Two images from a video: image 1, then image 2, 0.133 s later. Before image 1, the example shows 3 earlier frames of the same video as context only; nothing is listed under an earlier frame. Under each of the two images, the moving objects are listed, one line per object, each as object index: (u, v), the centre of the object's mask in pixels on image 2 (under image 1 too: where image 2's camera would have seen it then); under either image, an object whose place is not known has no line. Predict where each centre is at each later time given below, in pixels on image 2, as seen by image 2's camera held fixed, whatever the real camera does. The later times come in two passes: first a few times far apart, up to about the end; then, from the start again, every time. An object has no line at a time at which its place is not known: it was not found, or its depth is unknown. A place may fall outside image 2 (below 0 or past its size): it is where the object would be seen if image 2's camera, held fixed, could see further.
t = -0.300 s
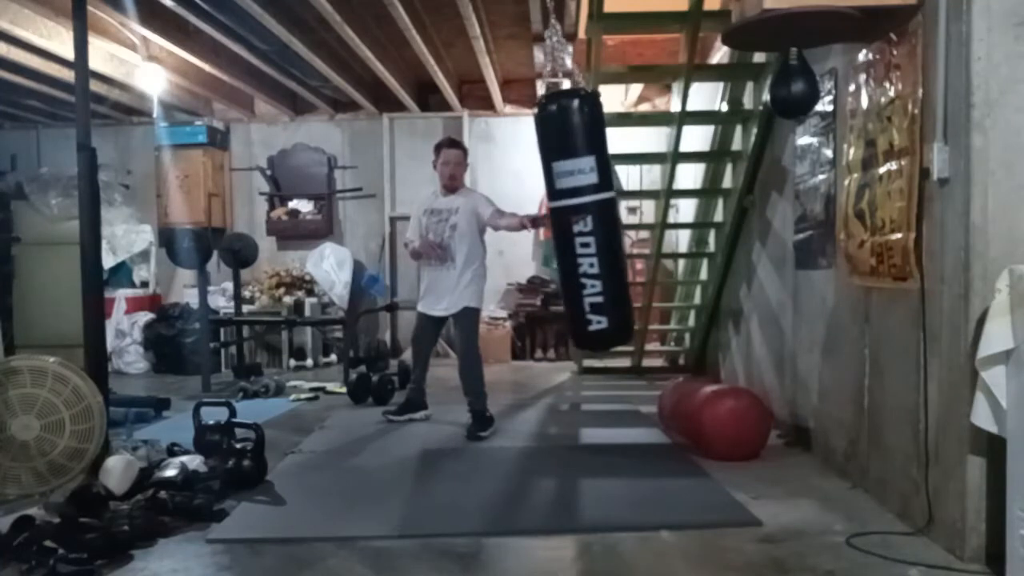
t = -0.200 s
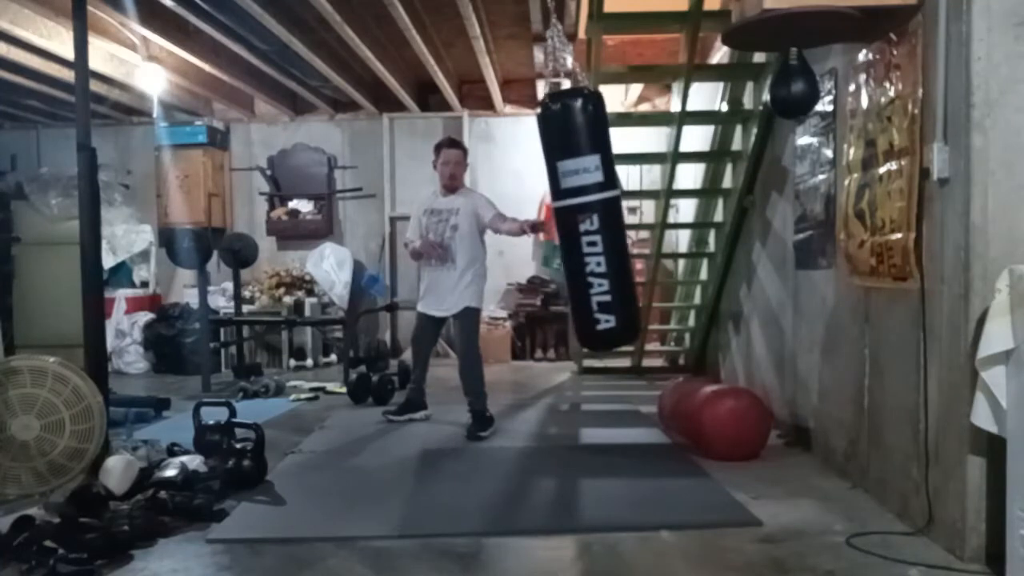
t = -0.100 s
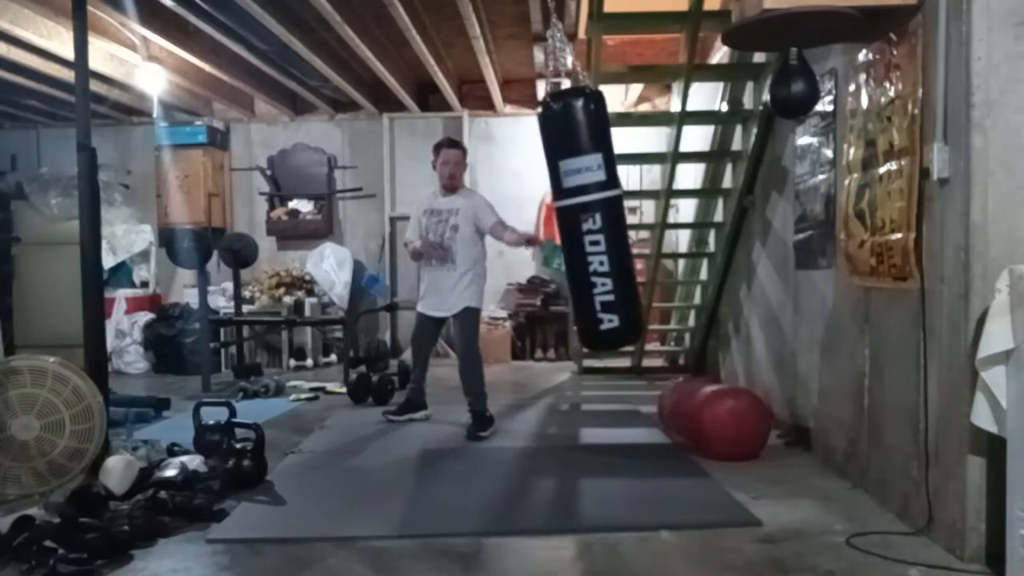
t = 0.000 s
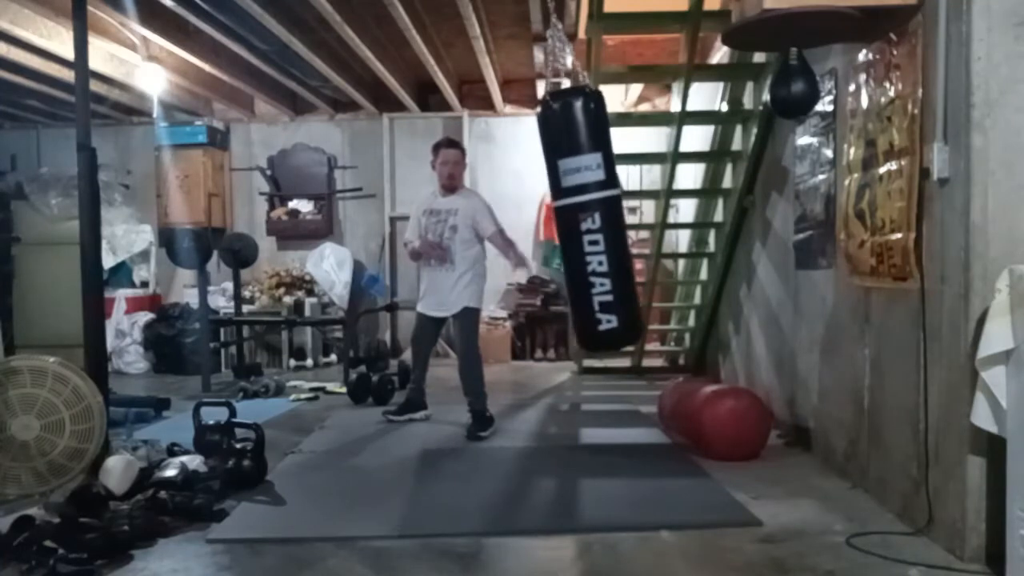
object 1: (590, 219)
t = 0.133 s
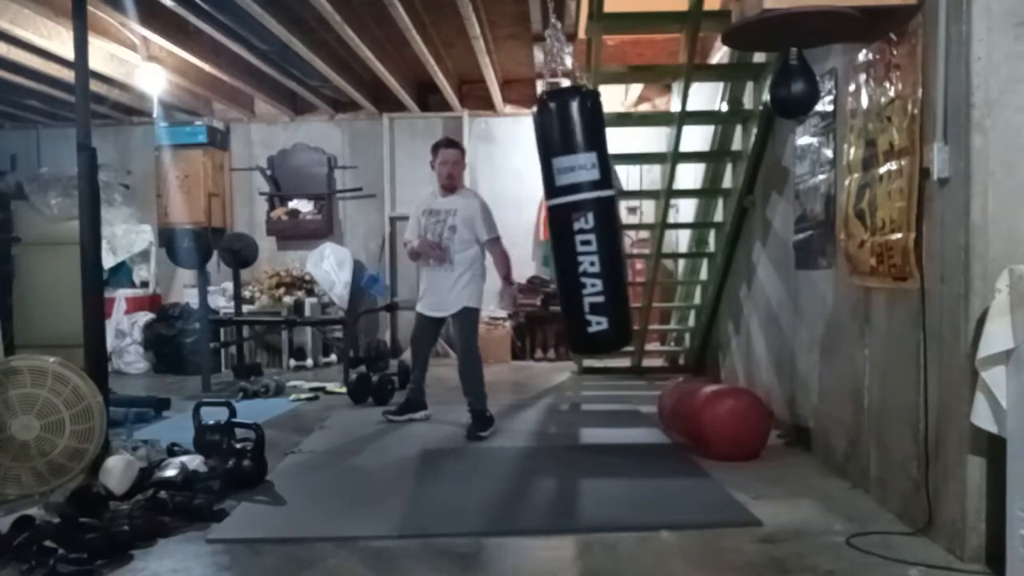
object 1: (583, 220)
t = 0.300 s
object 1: (567, 221)
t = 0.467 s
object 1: (548, 223)
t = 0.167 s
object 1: (581, 220)
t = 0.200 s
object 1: (578, 220)
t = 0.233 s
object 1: (574, 220)
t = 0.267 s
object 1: (571, 220)
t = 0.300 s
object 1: (567, 221)
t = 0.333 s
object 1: (564, 221)
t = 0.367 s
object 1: (559, 221)
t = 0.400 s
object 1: (556, 221)
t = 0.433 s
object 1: (552, 222)
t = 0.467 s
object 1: (548, 223)
